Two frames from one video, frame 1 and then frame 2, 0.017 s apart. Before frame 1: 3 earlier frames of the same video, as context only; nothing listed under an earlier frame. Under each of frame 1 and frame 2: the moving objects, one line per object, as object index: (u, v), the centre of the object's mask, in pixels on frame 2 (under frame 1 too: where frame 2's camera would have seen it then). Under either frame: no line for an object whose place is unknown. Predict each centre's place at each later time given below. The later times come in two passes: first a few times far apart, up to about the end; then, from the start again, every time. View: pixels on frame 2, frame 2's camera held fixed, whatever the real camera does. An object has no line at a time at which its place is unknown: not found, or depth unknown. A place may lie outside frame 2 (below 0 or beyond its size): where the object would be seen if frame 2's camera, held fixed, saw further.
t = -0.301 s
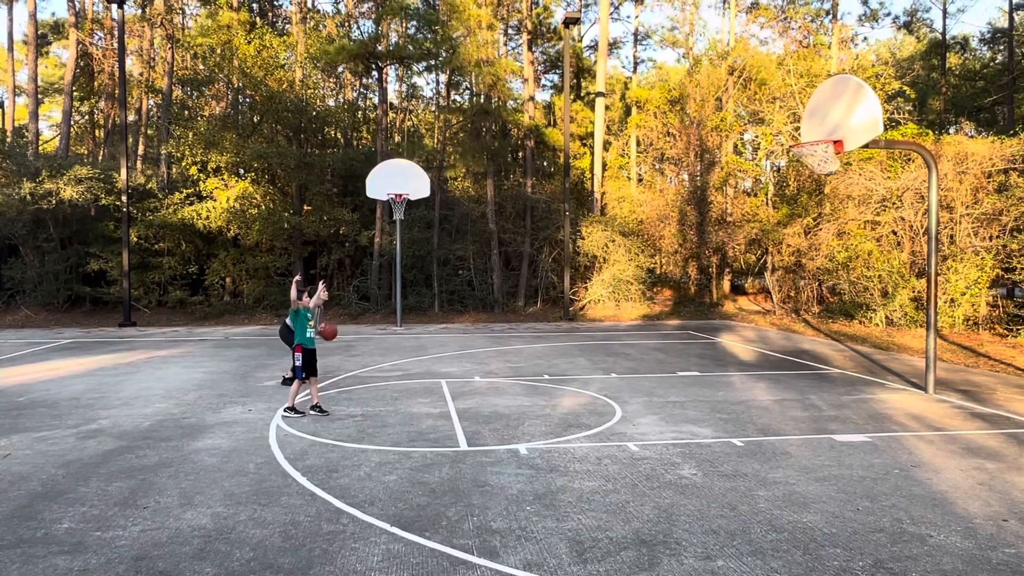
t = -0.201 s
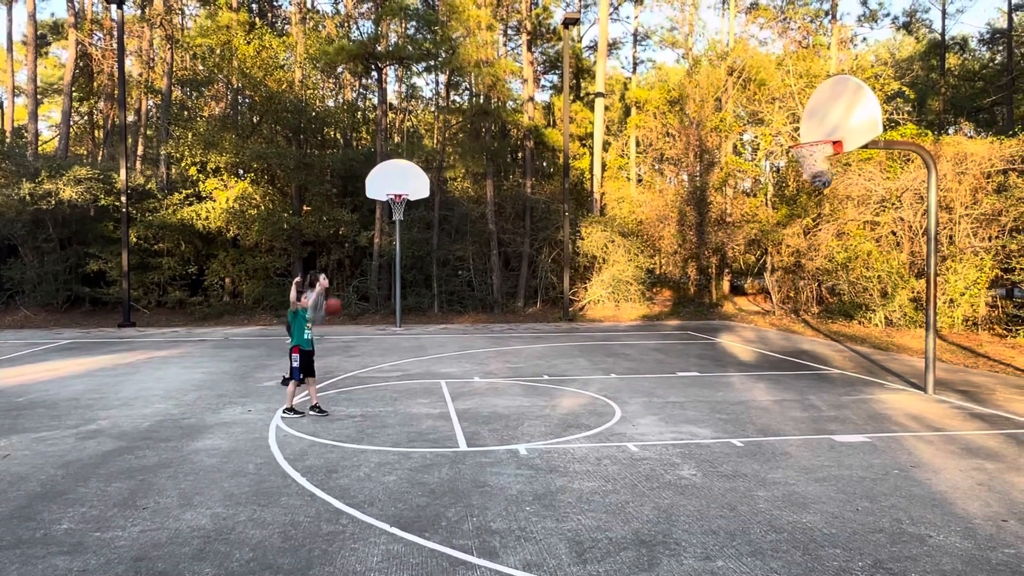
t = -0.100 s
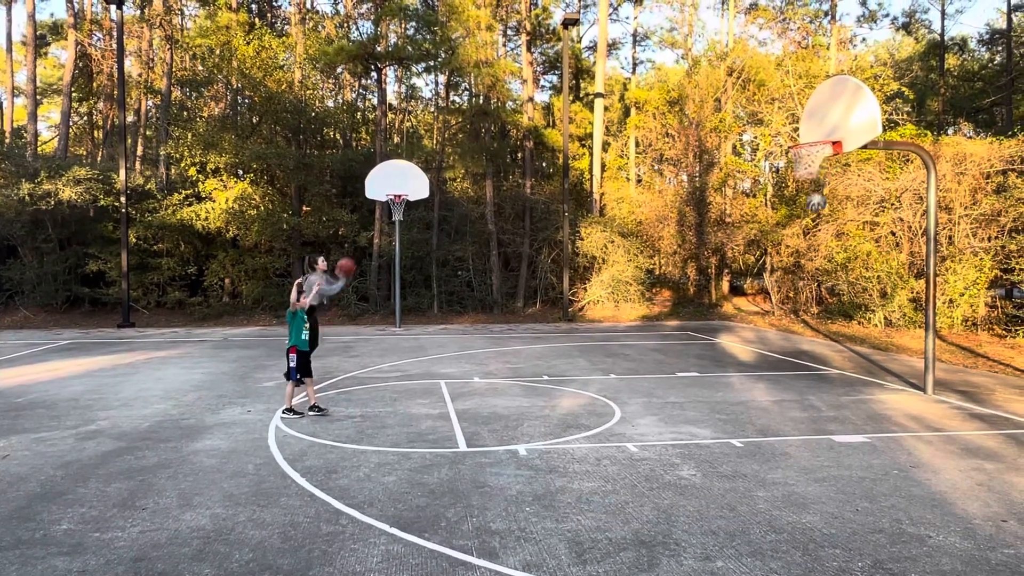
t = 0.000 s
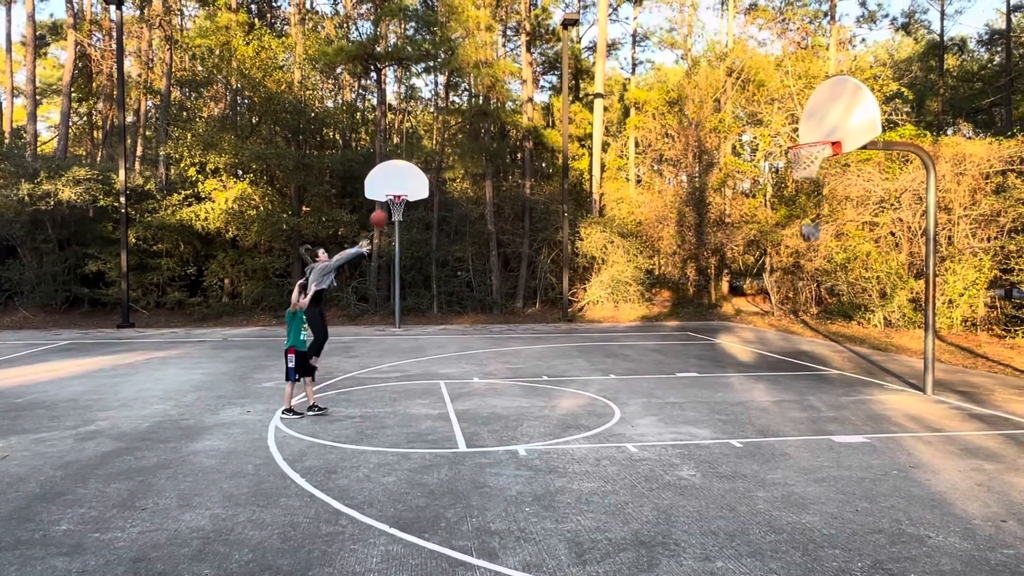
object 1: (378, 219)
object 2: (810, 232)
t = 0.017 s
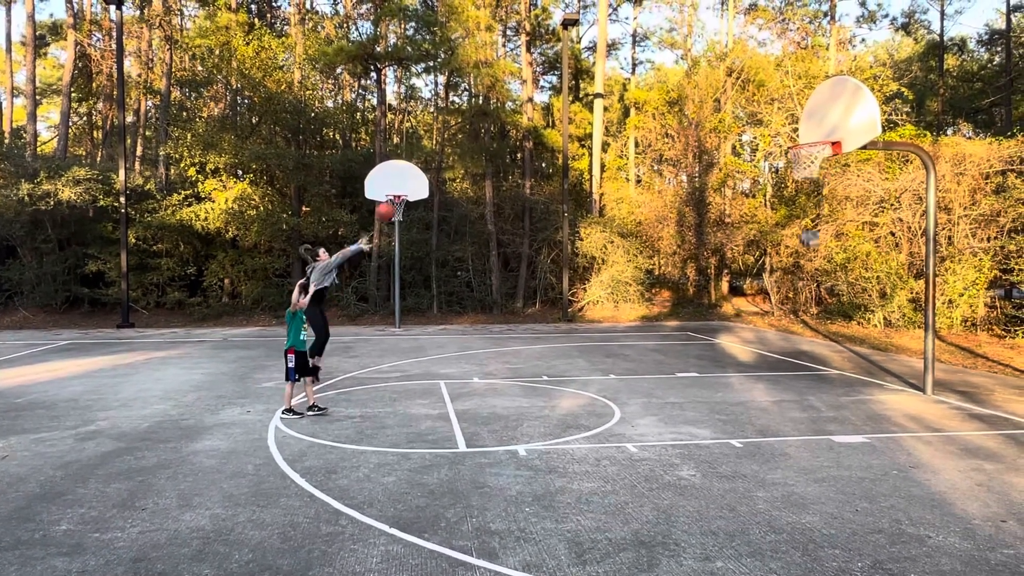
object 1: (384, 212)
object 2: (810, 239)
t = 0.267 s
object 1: (482, 119)
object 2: (797, 356)
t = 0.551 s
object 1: (597, 72)
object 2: (779, 324)
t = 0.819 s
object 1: (709, 84)
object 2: (760, 281)
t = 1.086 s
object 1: (823, 155)
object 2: (742, 300)
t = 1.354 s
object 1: (819, 176)
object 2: (723, 381)
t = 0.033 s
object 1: (392, 204)
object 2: (810, 245)
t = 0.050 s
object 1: (398, 196)
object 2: (809, 252)
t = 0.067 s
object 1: (404, 189)
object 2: (808, 257)
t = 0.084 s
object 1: (411, 183)
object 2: (806, 265)
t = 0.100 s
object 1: (417, 176)
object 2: (805, 272)
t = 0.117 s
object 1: (424, 169)
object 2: (804, 280)
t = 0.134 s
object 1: (430, 163)
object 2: (803, 287)
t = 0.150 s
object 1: (436, 157)
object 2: (803, 294)
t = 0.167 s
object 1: (443, 151)
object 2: (802, 303)
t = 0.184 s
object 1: (449, 145)
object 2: (801, 310)
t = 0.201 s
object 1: (456, 140)
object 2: (801, 317)
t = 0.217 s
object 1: (462, 134)
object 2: (799, 327)
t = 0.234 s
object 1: (469, 129)
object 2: (797, 337)
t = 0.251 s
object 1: (476, 124)
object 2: (798, 345)
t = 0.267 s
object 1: (482, 119)
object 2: (797, 356)
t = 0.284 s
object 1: (489, 115)
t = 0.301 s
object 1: (496, 111)
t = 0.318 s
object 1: (502, 107)
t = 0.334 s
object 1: (511, 102)
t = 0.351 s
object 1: (515, 100)
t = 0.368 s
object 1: (522, 96)
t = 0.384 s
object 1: (529, 93)
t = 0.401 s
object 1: (537, 90)
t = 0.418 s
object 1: (543, 86)
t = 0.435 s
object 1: (550, 84)
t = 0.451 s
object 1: (556, 82)
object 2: (786, 354)
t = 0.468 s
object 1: (564, 80)
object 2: (785, 349)
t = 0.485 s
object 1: (571, 77)
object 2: (784, 342)
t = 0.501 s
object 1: (576, 76)
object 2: (781, 338)
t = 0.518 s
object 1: (583, 75)
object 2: (781, 332)
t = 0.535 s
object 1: (589, 73)
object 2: (780, 328)
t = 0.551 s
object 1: (597, 72)
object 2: (779, 324)
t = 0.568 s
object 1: (605, 70)
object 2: (777, 317)
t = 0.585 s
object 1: (611, 70)
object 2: (777, 313)
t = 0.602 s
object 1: (618, 70)
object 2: (777, 309)
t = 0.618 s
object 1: (624, 70)
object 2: (775, 306)
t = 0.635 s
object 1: (632, 70)
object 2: (773, 302)
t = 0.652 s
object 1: (639, 70)
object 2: (772, 299)
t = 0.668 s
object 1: (646, 70)
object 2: (771, 296)
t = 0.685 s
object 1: (653, 71)
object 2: (770, 294)
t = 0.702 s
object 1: (659, 72)
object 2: (769, 291)
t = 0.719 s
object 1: (666, 72)
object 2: (767, 288)
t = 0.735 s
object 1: (673, 74)
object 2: (766, 286)
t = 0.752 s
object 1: (681, 76)
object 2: (765, 285)
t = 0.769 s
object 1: (688, 77)
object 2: (764, 283)
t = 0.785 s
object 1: (694, 79)
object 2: (763, 282)
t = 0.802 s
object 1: (701, 82)
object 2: (761, 281)
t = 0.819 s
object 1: (709, 84)
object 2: (760, 281)
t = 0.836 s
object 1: (716, 86)
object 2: (759, 280)
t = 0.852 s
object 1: (723, 90)
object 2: (758, 280)
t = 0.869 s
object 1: (730, 93)
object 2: (756, 280)
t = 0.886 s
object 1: (737, 96)
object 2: (755, 280)
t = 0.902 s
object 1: (743, 101)
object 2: (754, 281)
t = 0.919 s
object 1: (751, 103)
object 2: (754, 281)
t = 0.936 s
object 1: (758, 109)
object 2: (753, 281)
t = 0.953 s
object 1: (766, 111)
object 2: (752, 282)
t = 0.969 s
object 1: (773, 117)
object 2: (752, 284)
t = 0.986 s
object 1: (780, 121)
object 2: (751, 285)
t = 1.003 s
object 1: (787, 127)
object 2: (748, 287)
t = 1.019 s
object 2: (746, 289)
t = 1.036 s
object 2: (745, 291)
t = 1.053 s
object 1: (809, 140)
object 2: (743, 294)
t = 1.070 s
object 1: (818, 148)
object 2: (742, 297)
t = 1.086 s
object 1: (823, 155)
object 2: (742, 300)
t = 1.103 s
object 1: (828, 159)
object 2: (740, 303)
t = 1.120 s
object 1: (830, 160)
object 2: (739, 307)
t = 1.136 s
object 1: (832, 161)
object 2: (737, 311)
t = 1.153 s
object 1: (836, 157)
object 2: (736, 315)
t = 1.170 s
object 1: (833, 158)
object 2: (735, 319)
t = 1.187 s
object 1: (832, 163)
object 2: (734, 323)
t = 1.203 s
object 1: (829, 167)
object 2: (733, 328)
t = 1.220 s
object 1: (827, 166)
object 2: (732, 333)
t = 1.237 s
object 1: (826, 166)
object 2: (730, 338)
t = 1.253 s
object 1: (824, 166)
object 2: (729, 343)
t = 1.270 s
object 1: (823, 166)
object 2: (728, 350)
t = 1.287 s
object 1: (823, 168)
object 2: (727, 356)
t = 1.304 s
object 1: (822, 170)
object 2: (725, 359)
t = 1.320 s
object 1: (821, 171)
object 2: (725, 368)
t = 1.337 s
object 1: (820, 173)
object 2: (724, 375)
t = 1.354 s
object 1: (819, 176)
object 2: (723, 381)
